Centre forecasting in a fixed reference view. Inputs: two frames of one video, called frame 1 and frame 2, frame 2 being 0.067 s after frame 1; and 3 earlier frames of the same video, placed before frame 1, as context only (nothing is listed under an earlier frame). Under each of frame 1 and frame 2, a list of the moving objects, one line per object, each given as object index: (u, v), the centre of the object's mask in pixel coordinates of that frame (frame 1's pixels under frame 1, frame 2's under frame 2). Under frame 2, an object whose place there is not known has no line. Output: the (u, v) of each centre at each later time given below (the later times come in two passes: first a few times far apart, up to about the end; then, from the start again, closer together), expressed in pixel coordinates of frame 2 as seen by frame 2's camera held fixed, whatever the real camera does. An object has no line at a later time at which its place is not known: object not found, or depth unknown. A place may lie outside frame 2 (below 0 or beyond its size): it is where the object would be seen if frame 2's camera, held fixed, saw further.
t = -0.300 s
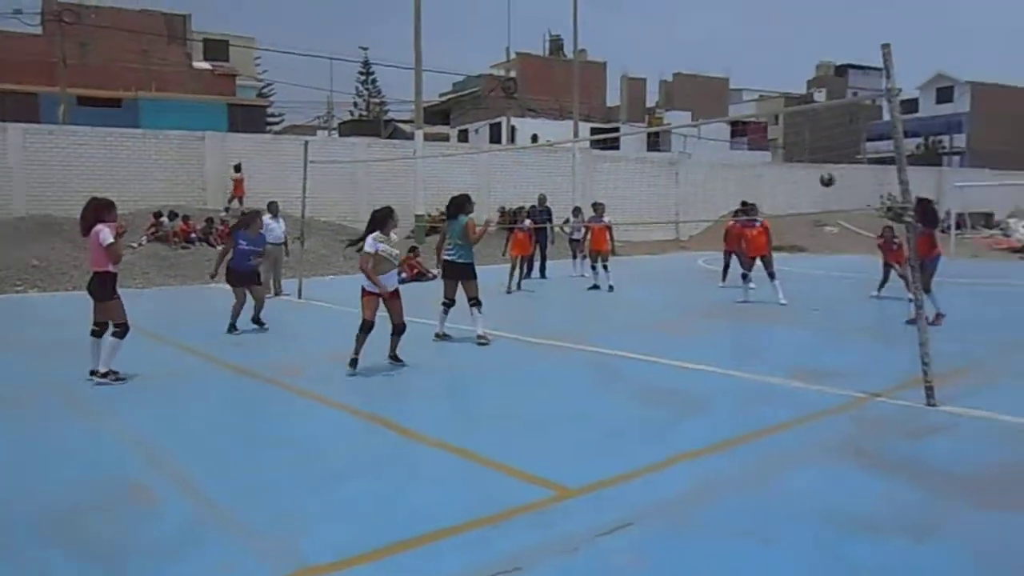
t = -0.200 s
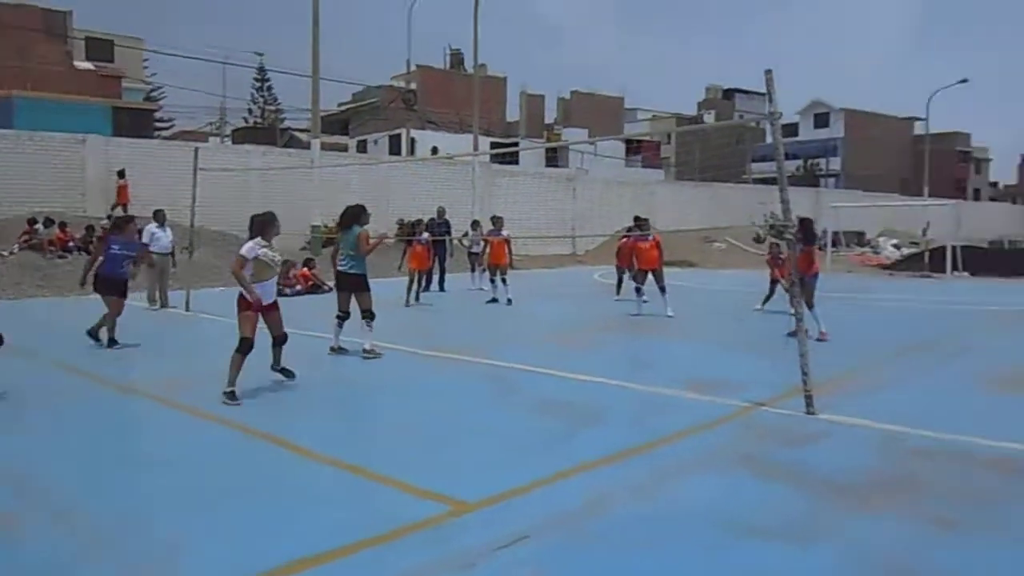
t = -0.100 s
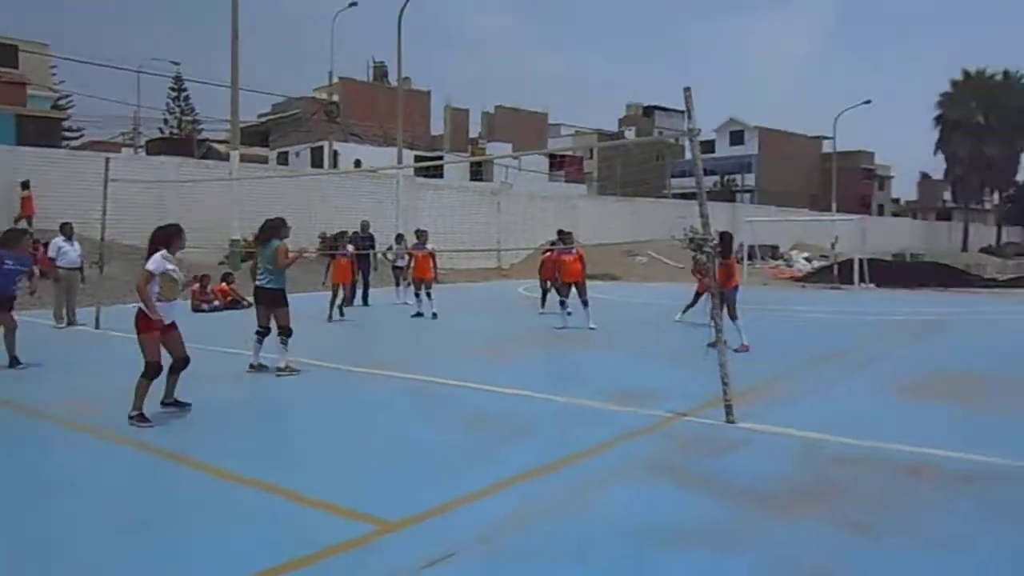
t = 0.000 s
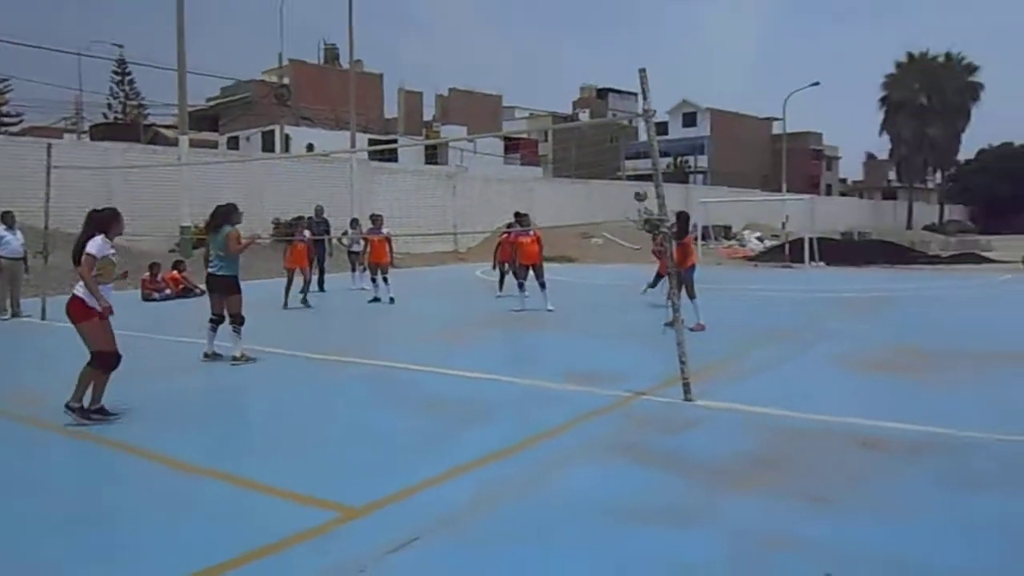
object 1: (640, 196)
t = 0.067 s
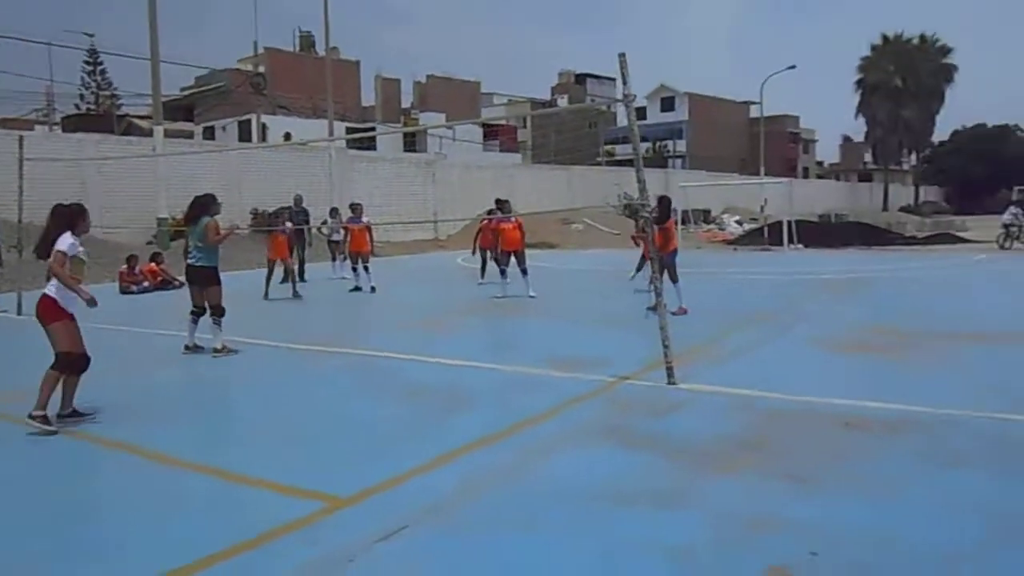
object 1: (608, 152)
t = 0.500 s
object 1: (532, 17)
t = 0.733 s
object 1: (481, -9)
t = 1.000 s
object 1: (415, 12)
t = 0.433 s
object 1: (545, 30)
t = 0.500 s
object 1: (532, 17)
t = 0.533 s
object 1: (525, 11)
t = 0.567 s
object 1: (518, 5)
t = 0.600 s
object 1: (511, 2)
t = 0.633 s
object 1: (504, -2)
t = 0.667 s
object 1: (496, -6)
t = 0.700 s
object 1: (489, -8)
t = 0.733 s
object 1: (481, -9)
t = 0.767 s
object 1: (473, -9)
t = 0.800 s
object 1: (466, -9)
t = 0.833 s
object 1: (458, -8)
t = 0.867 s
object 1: (450, -6)
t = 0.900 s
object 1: (441, -3)
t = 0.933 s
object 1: (433, 1)
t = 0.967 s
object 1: (424, 6)
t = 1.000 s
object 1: (415, 12)
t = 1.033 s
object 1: (407, 19)
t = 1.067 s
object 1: (398, 27)
